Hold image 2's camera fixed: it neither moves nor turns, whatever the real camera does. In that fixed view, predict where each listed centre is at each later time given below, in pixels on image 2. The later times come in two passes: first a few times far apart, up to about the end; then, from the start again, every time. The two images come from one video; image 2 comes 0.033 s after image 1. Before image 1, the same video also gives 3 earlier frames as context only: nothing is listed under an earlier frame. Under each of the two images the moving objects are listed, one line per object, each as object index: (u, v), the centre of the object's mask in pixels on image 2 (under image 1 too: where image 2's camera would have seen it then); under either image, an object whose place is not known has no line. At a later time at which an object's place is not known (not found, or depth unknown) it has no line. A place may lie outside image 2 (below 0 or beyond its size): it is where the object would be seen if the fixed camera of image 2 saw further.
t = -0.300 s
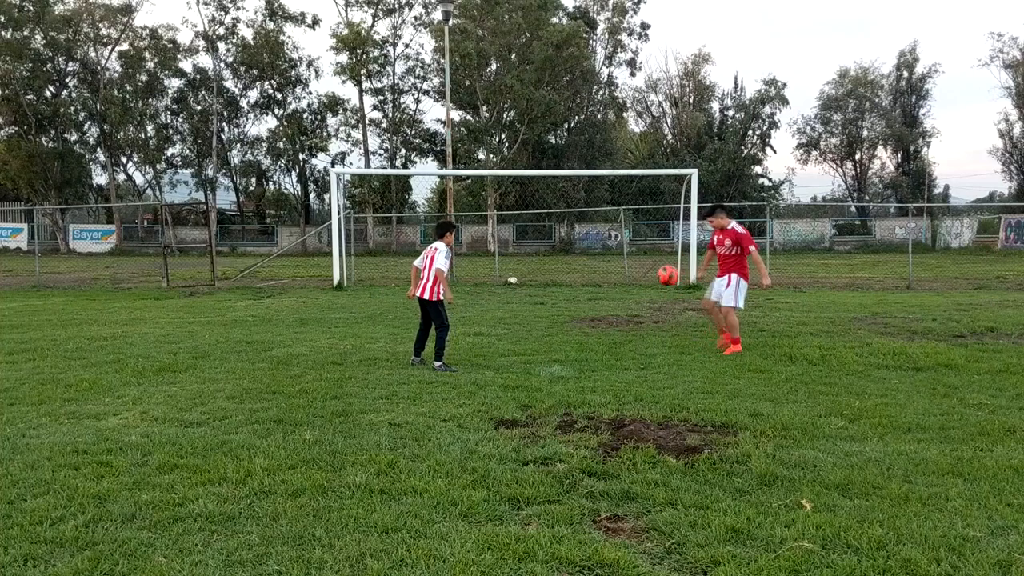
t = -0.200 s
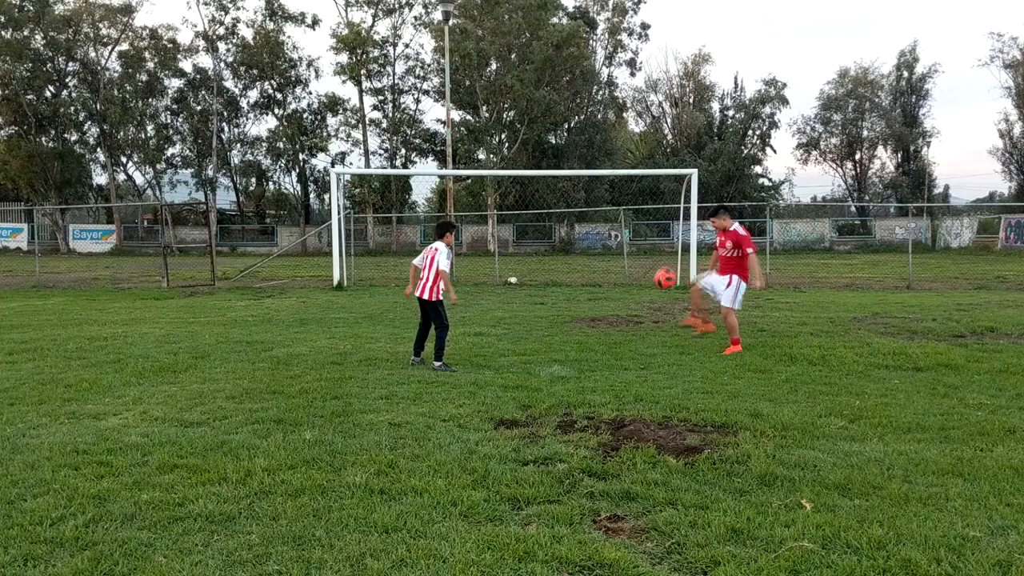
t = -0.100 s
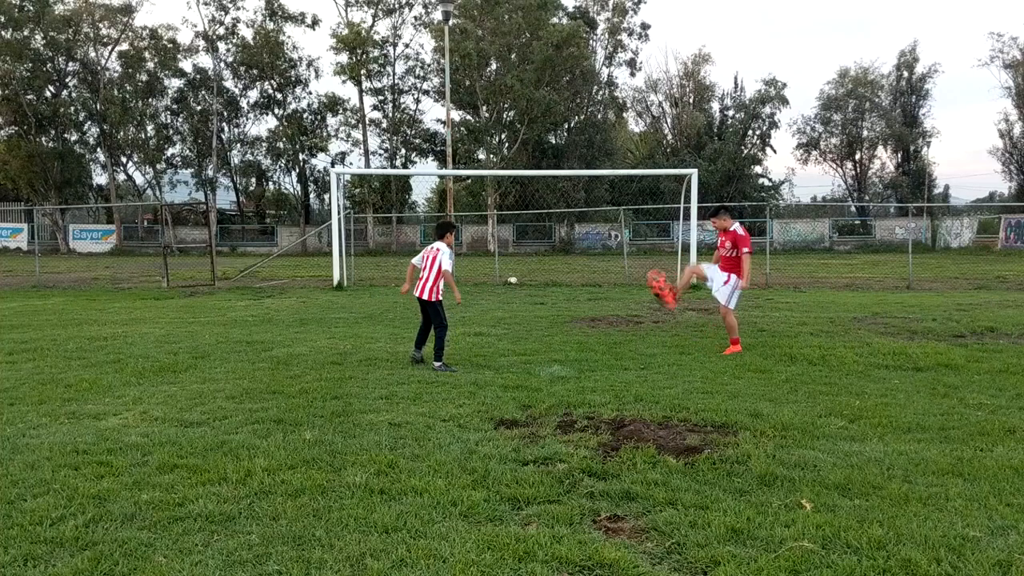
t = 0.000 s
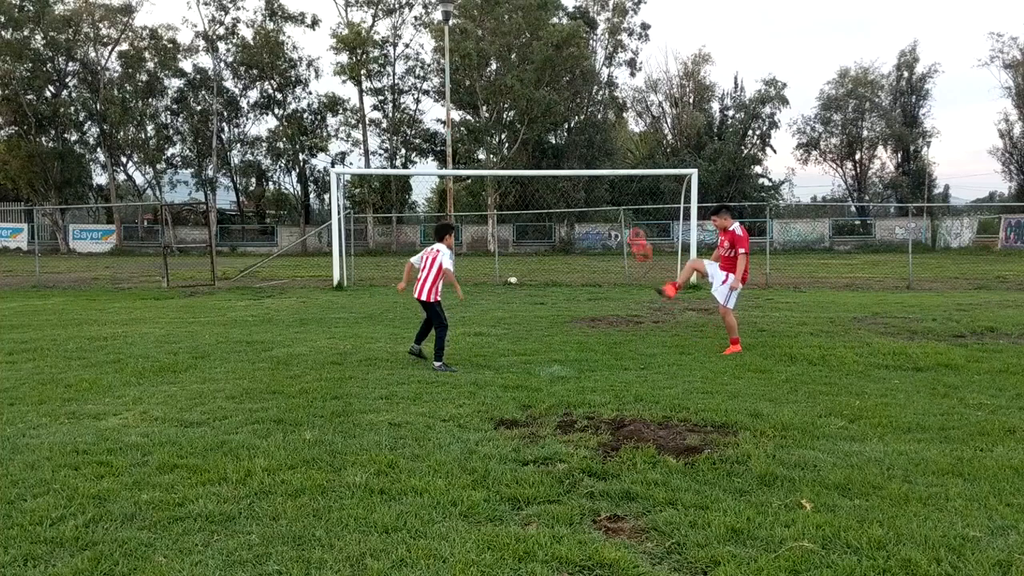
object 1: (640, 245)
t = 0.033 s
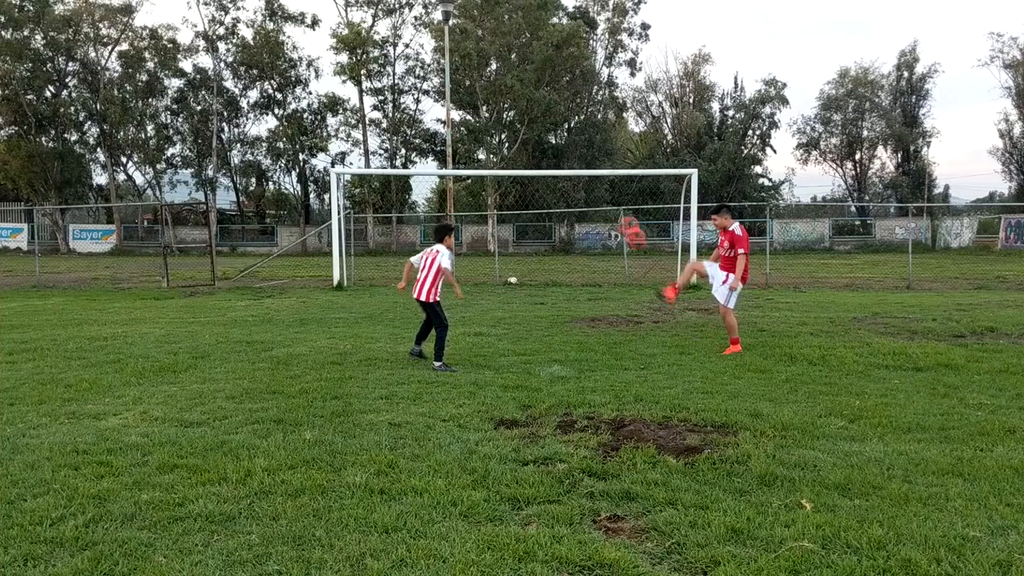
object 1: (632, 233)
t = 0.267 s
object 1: (582, 172)
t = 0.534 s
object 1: (521, 166)
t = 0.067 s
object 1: (625, 221)
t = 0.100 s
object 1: (618, 210)
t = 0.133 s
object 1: (611, 201)
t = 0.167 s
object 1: (604, 192)
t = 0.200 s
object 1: (597, 186)
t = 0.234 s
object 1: (590, 179)
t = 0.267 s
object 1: (582, 172)
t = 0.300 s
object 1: (574, 167)
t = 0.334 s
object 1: (567, 164)
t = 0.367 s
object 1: (559, 161)
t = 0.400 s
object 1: (552, 160)
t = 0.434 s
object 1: (544, 160)
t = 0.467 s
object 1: (537, 161)
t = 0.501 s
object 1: (529, 163)
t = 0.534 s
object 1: (521, 166)
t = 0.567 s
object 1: (512, 171)
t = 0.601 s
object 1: (505, 177)
